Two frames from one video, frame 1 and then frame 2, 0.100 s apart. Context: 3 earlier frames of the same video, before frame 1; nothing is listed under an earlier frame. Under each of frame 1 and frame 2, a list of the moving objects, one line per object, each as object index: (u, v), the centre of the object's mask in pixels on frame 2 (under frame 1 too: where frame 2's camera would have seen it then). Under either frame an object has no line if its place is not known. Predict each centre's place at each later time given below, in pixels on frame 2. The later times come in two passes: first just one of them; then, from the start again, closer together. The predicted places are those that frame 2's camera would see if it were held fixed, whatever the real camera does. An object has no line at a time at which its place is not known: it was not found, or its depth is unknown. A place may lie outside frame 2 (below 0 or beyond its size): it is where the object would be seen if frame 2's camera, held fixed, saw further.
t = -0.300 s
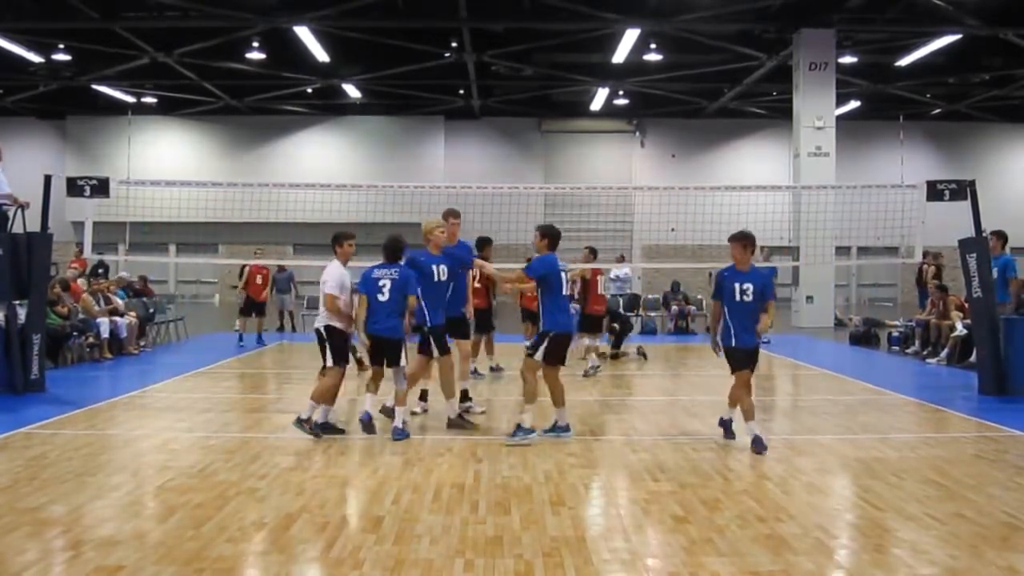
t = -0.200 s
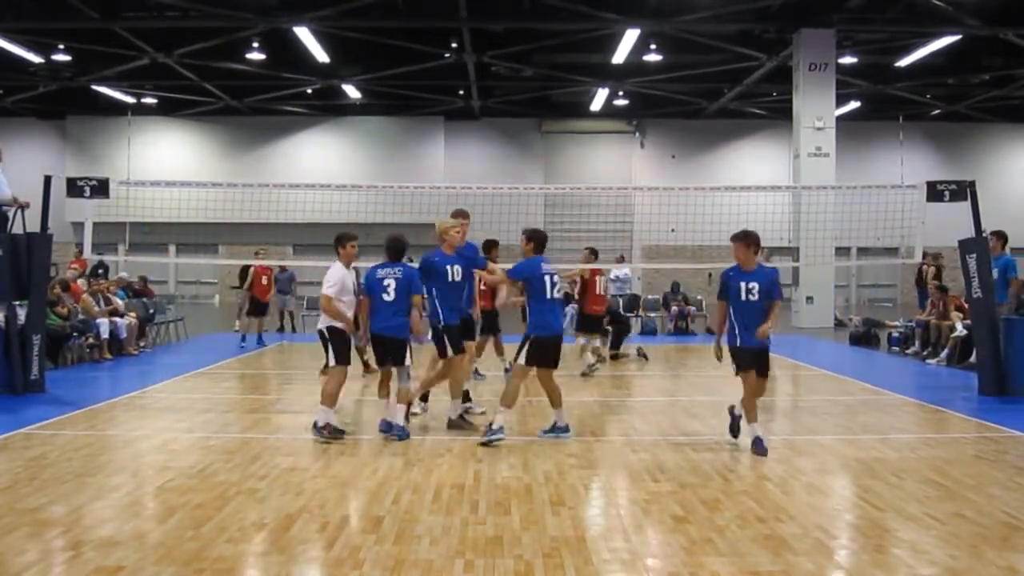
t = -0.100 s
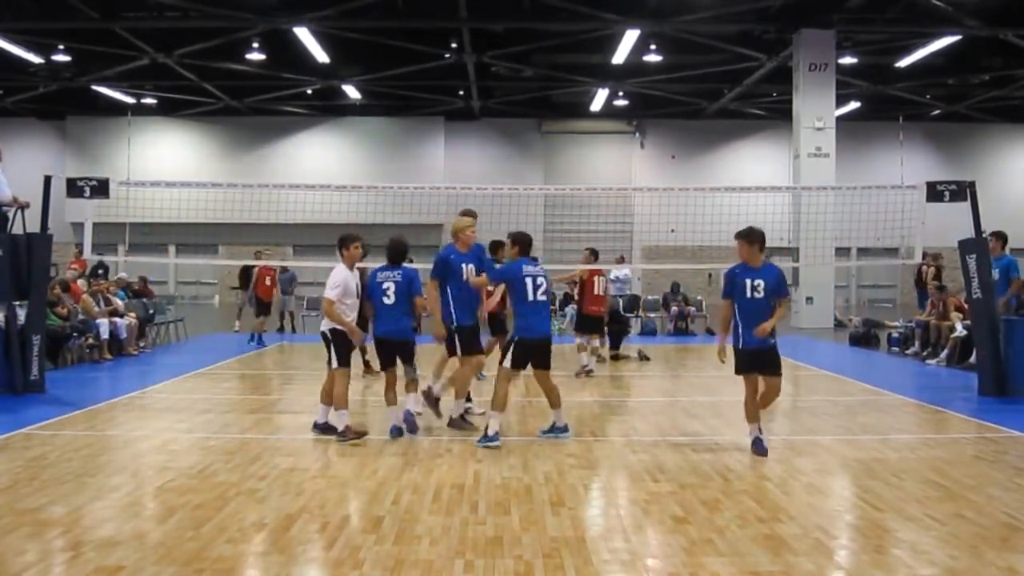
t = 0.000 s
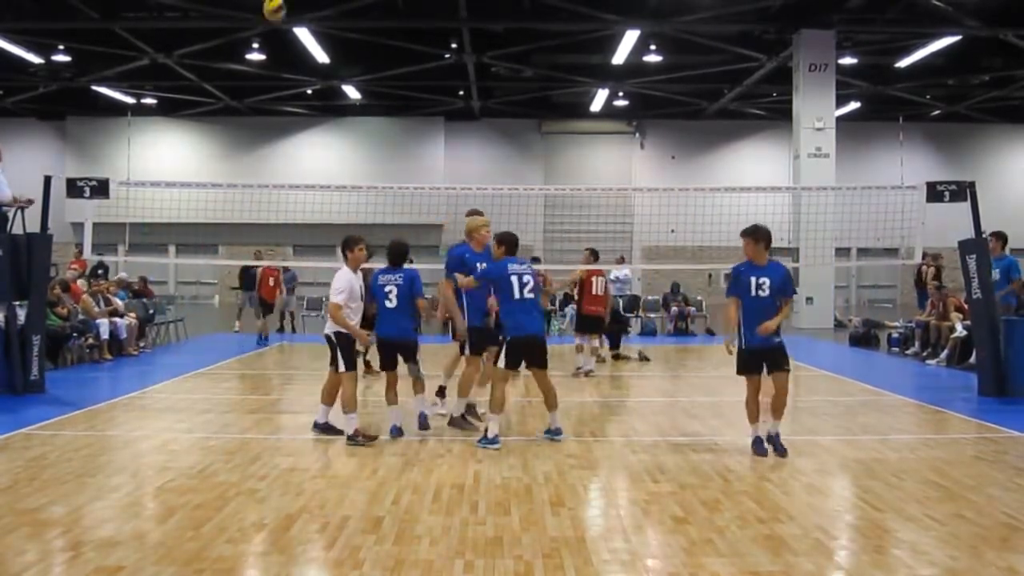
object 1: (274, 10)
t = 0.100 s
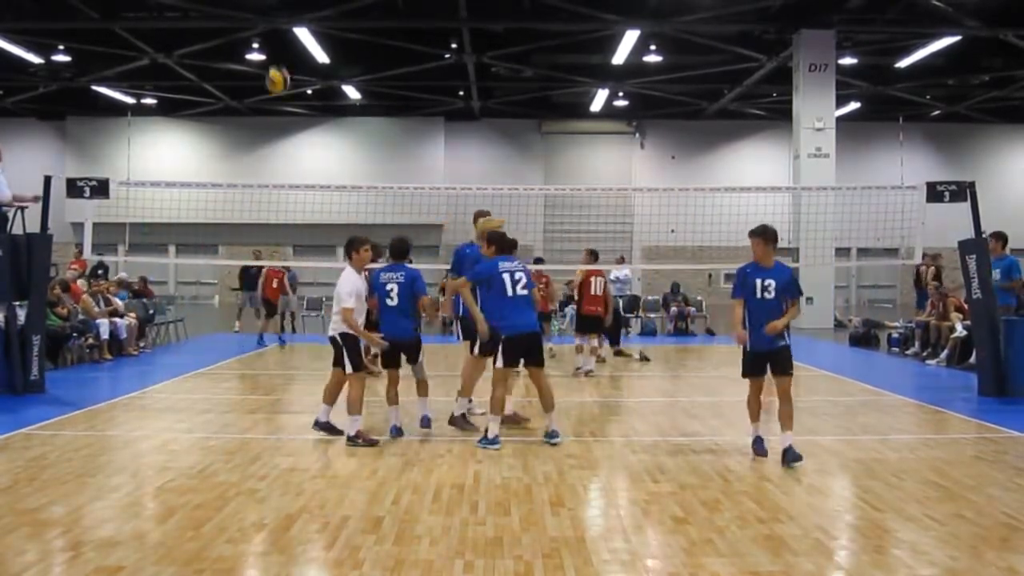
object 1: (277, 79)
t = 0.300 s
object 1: (287, 285)
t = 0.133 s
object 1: (279, 108)
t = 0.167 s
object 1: (281, 137)
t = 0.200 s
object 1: (282, 171)
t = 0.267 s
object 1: (287, 242)
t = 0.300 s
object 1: (287, 285)
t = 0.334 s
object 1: (291, 323)
